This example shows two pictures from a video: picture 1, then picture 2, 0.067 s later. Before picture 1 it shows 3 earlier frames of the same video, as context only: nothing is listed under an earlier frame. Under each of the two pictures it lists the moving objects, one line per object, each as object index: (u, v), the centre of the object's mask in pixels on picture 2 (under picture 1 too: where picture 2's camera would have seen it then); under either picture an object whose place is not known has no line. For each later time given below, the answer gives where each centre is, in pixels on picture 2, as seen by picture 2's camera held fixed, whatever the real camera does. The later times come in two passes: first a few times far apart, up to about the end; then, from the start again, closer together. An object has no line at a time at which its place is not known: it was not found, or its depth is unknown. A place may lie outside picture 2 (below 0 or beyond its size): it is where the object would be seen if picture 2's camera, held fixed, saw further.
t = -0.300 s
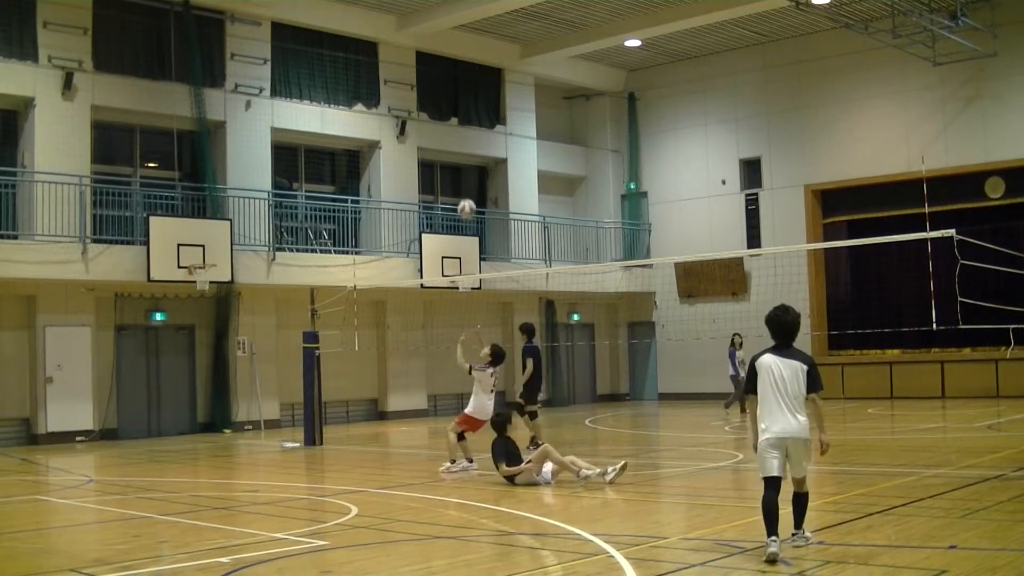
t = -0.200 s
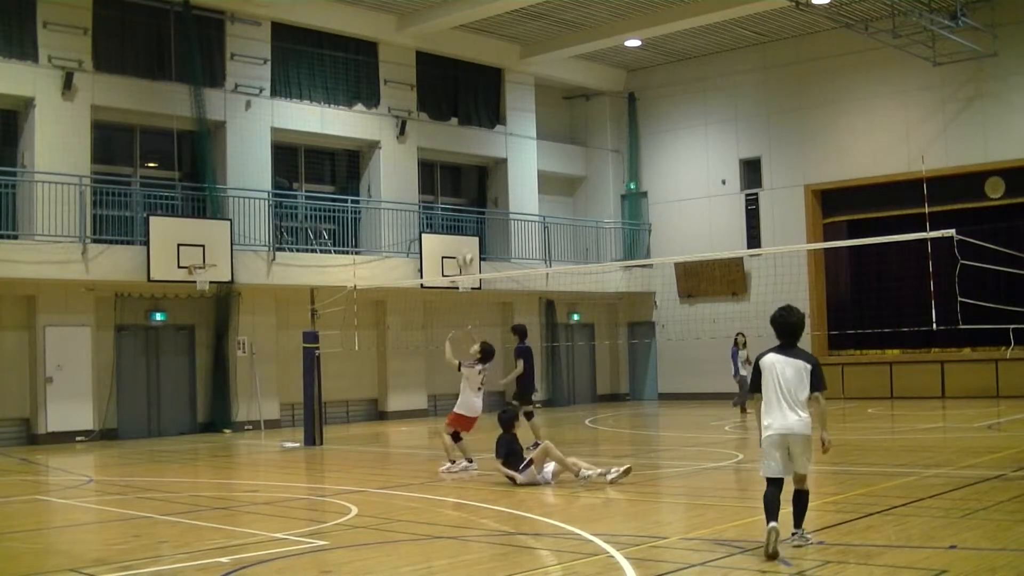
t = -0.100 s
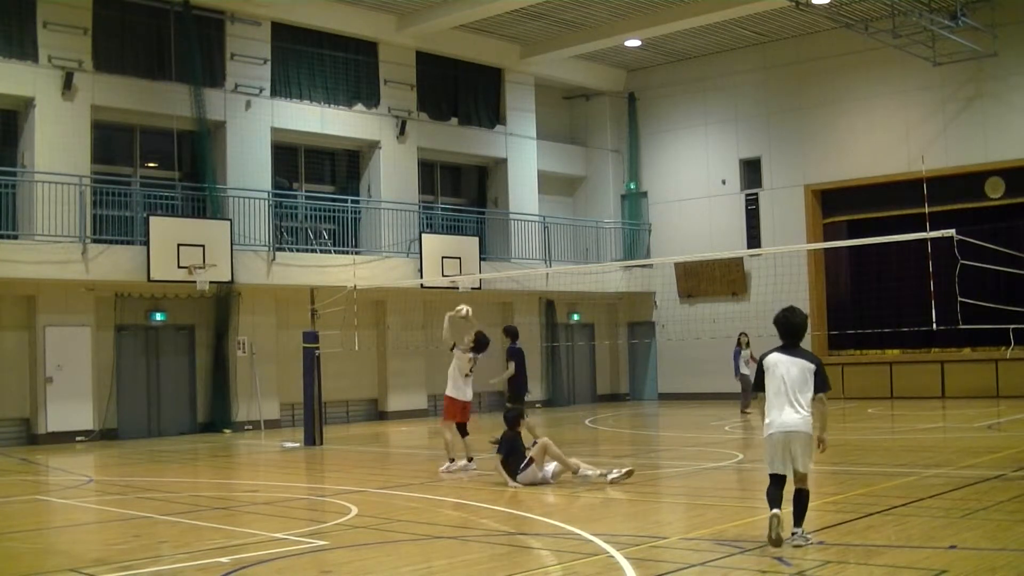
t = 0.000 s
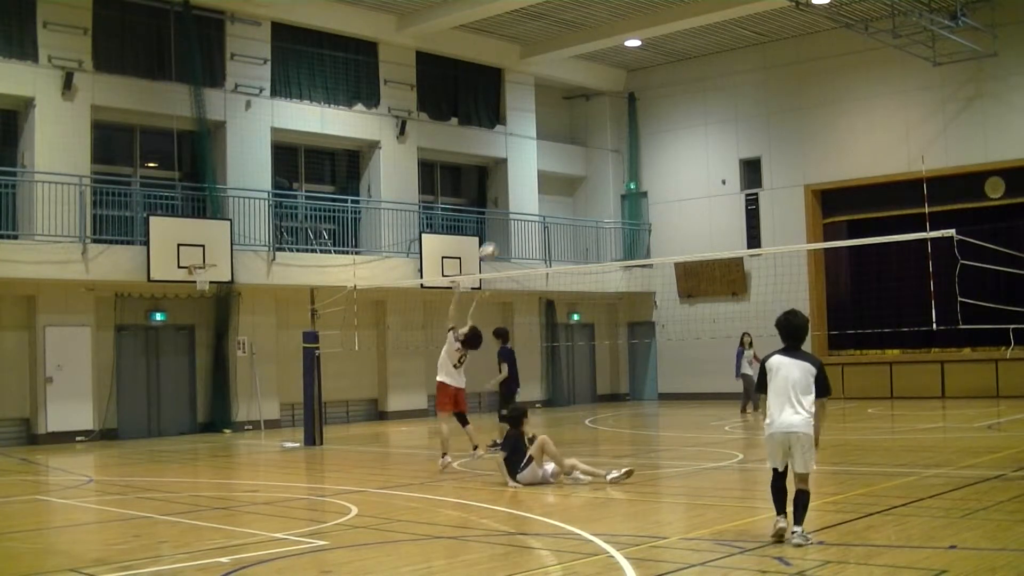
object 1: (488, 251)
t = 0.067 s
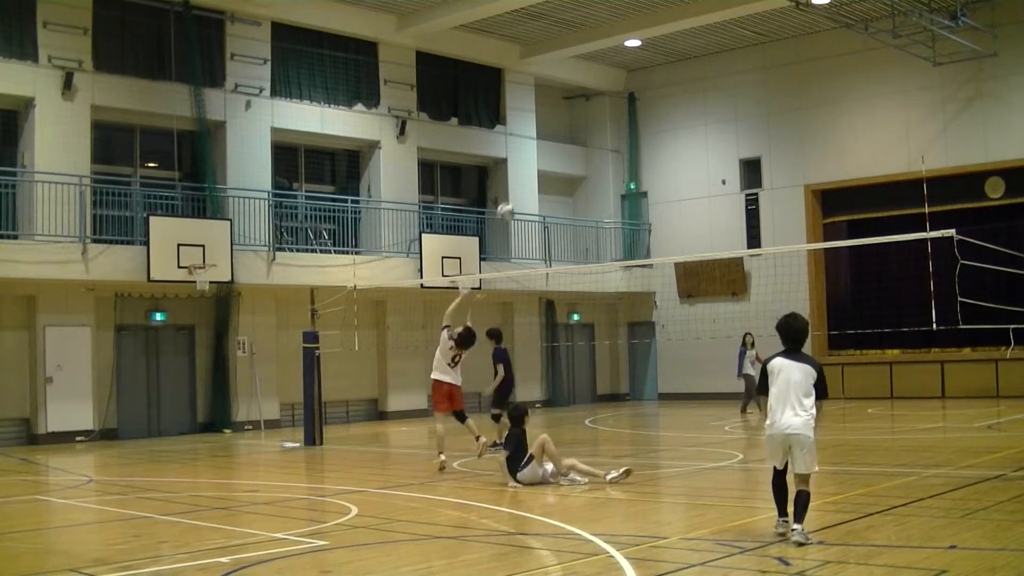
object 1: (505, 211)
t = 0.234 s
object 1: (552, 127)
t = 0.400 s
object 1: (601, 66)
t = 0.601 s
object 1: (660, 24)
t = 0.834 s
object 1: (734, 21)
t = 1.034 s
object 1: (803, 58)
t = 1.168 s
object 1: (851, 107)
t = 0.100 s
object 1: (514, 195)
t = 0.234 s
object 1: (552, 127)
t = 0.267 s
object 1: (562, 114)
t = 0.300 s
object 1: (571, 101)
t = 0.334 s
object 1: (581, 90)
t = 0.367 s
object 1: (591, 75)
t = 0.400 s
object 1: (601, 66)
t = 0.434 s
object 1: (609, 57)
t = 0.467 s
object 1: (620, 50)
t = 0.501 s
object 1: (630, 42)
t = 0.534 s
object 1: (640, 35)
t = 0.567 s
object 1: (650, 30)
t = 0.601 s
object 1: (660, 24)
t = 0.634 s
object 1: (670, 21)
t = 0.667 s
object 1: (681, 18)
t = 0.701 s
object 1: (691, 17)
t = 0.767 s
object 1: (713, 17)
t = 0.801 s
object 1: (723, 18)
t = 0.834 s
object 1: (734, 21)
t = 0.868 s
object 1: (746, 24)
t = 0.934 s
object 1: (768, 35)
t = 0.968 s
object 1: (780, 42)
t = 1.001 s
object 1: (791, 48)
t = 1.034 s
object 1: (803, 58)
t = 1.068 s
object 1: (815, 69)
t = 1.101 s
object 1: (825, 79)
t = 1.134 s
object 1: (837, 92)
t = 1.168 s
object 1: (851, 107)
